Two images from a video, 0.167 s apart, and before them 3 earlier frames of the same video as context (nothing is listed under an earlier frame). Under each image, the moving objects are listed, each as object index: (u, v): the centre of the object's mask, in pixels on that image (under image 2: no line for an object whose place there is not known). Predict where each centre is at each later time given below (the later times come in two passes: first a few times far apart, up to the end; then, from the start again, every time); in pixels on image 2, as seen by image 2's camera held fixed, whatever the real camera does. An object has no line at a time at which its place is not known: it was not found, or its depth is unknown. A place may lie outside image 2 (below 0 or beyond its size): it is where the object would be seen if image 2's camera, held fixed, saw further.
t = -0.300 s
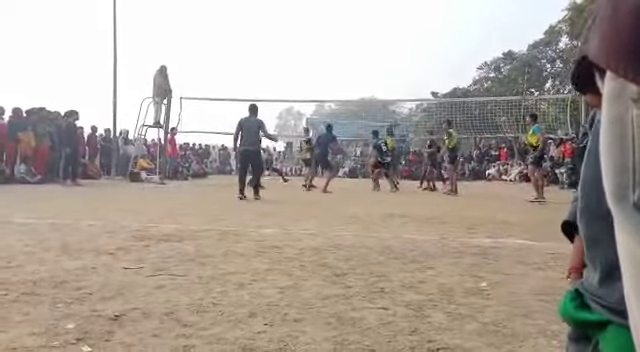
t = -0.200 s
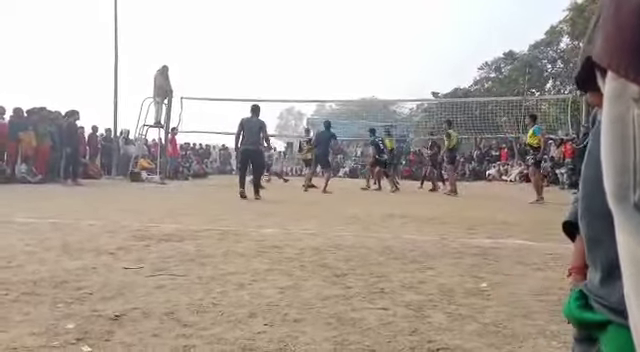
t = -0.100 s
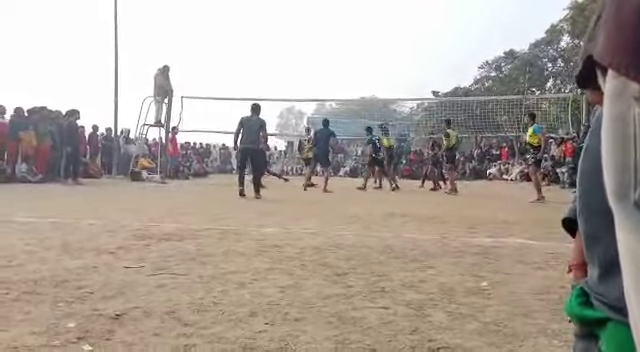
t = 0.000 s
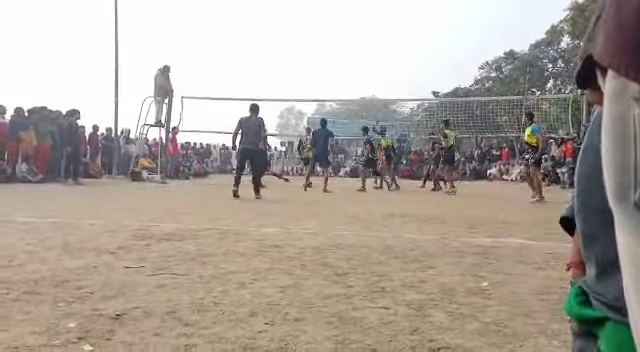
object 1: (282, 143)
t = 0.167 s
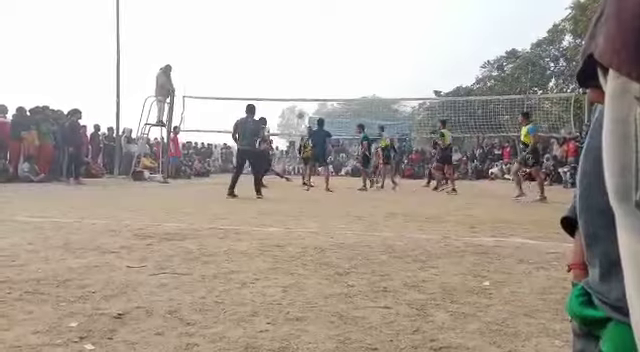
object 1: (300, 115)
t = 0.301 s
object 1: (313, 96)
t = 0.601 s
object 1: (345, 71)
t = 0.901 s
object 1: (379, 74)
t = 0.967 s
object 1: (387, 79)
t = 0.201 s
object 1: (303, 111)
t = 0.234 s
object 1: (306, 105)
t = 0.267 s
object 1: (310, 102)
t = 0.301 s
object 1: (313, 96)
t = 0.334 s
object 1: (317, 93)
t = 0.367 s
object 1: (320, 89)
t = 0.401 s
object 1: (324, 86)
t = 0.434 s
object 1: (327, 83)
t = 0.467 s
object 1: (330, 80)
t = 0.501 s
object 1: (334, 78)
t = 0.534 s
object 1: (337, 75)
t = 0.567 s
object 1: (341, 73)
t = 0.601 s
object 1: (345, 71)
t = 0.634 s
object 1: (348, 71)
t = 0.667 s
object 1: (352, 70)
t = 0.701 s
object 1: (355, 69)
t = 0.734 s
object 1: (359, 69)
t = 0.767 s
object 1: (363, 70)
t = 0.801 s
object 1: (367, 70)
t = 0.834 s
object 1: (371, 71)
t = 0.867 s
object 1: (375, 73)
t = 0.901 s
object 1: (379, 74)
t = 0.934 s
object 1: (383, 76)
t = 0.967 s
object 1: (387, 79)
